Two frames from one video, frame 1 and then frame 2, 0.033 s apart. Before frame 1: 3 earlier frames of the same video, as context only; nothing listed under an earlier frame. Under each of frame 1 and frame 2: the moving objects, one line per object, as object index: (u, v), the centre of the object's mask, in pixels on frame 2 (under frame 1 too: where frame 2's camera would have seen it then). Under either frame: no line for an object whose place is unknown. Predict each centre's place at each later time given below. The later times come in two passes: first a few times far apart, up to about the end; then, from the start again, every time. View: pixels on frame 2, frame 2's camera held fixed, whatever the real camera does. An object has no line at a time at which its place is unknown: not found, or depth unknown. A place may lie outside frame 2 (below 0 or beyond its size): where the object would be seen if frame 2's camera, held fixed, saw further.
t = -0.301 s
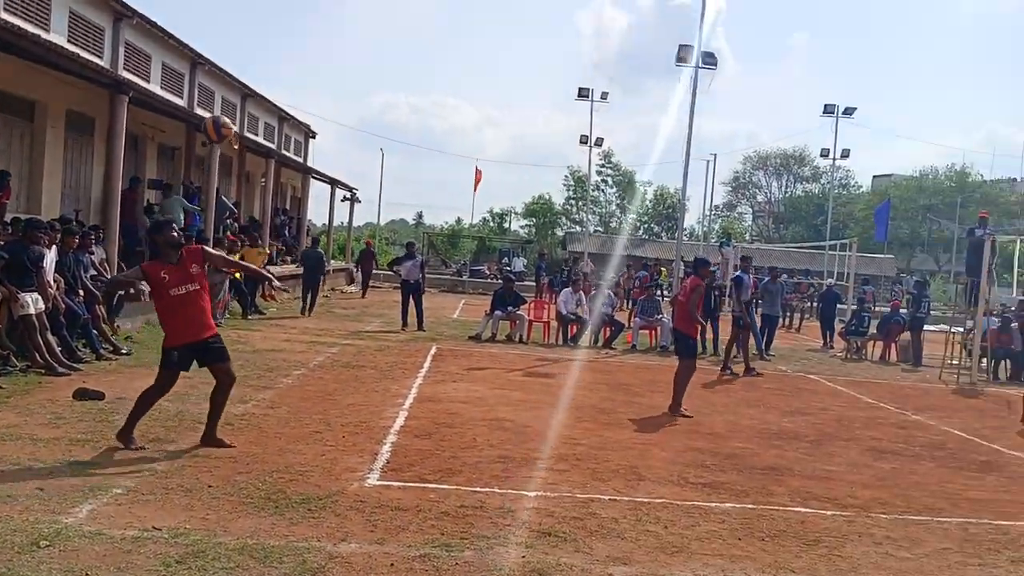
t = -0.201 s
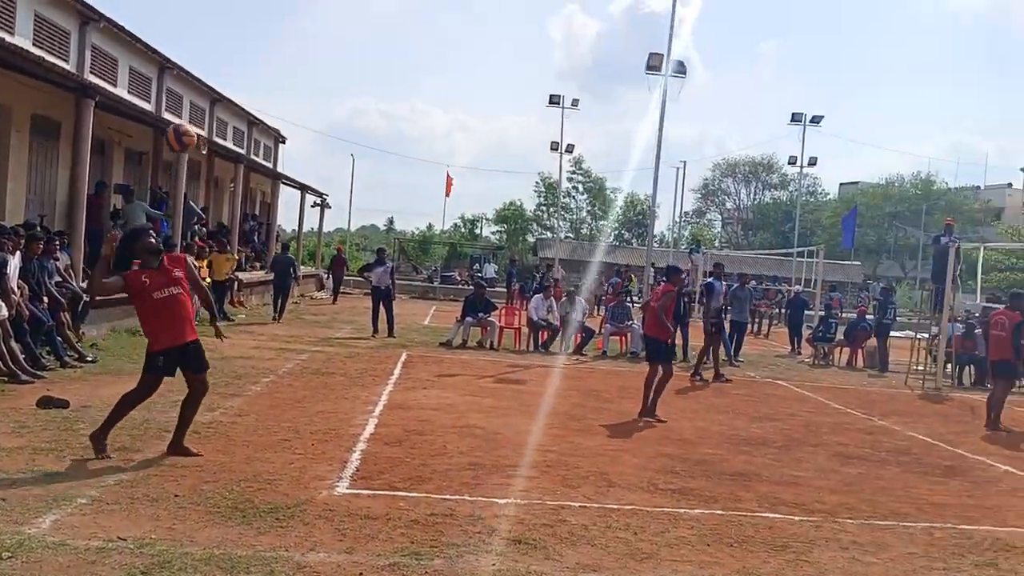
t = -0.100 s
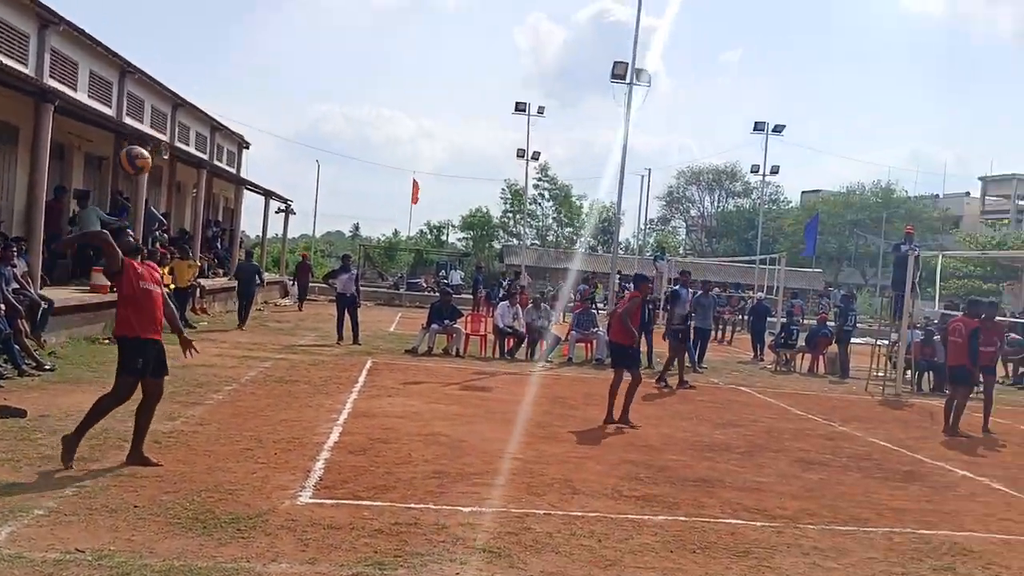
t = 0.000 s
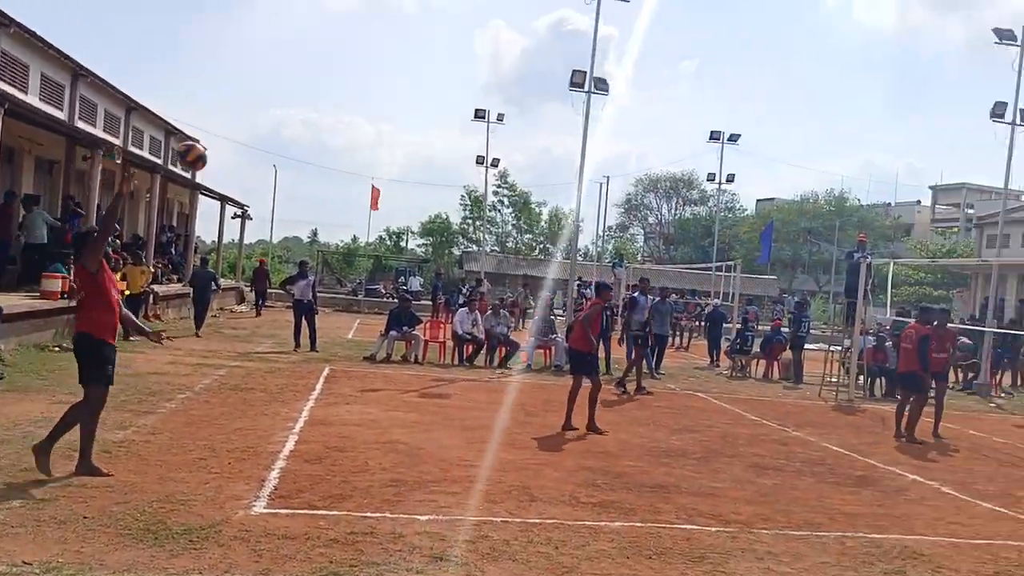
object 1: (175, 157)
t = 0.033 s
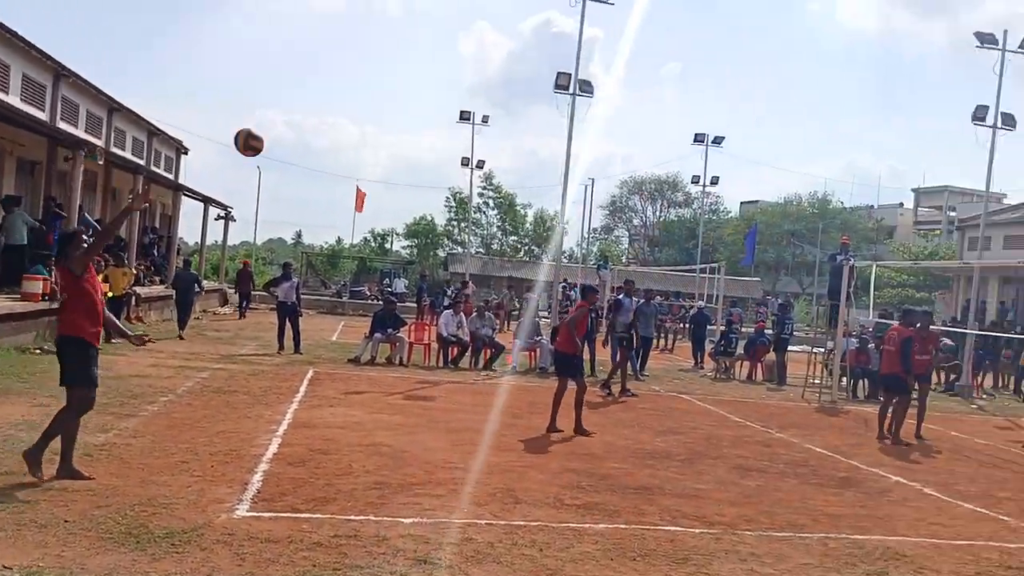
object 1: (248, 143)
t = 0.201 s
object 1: (558, 101)
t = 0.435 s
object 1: (872, 121)
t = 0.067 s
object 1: (318, 130)
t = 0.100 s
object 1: (383, 119)
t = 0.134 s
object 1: (445, 111)
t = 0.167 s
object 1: (503, 105)
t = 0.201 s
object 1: (558, 101)
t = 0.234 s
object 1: (609, 99)
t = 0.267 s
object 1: (659, 99)
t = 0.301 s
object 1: (706, 100)
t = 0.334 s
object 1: (751, 103)
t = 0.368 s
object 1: (794, 107)
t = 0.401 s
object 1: (834, 114)
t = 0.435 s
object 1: (872, 121)
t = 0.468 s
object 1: (908, 129)
